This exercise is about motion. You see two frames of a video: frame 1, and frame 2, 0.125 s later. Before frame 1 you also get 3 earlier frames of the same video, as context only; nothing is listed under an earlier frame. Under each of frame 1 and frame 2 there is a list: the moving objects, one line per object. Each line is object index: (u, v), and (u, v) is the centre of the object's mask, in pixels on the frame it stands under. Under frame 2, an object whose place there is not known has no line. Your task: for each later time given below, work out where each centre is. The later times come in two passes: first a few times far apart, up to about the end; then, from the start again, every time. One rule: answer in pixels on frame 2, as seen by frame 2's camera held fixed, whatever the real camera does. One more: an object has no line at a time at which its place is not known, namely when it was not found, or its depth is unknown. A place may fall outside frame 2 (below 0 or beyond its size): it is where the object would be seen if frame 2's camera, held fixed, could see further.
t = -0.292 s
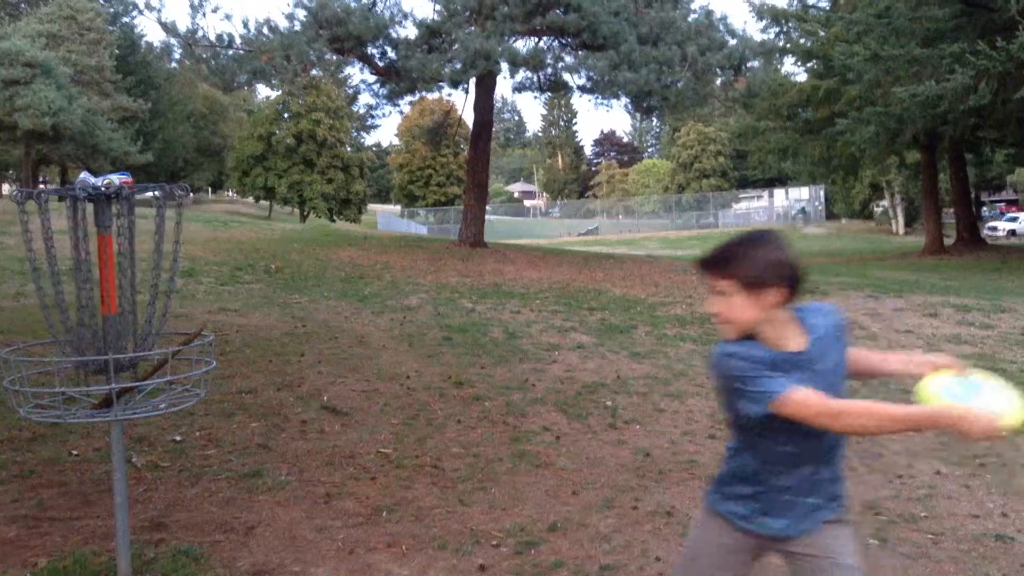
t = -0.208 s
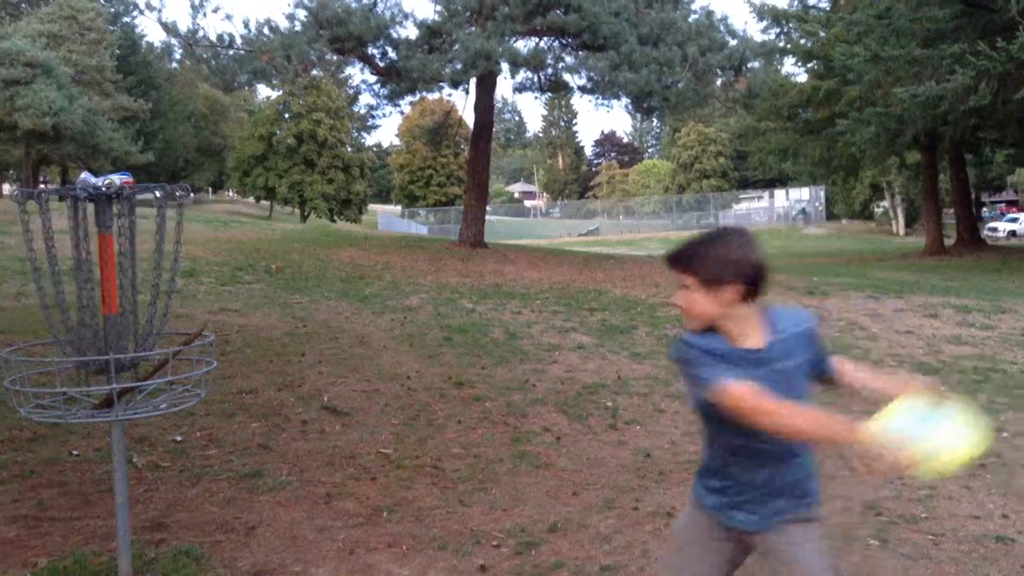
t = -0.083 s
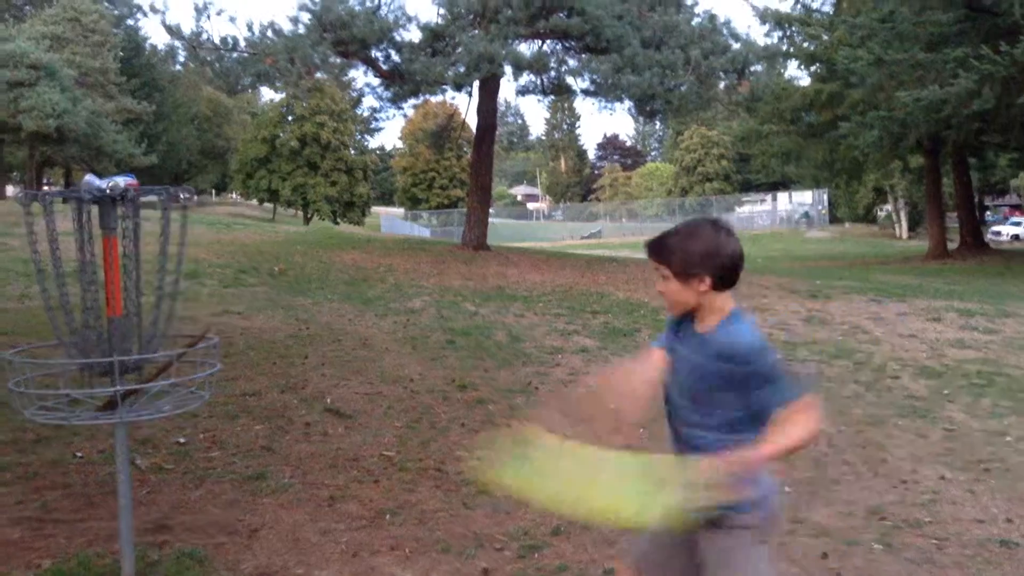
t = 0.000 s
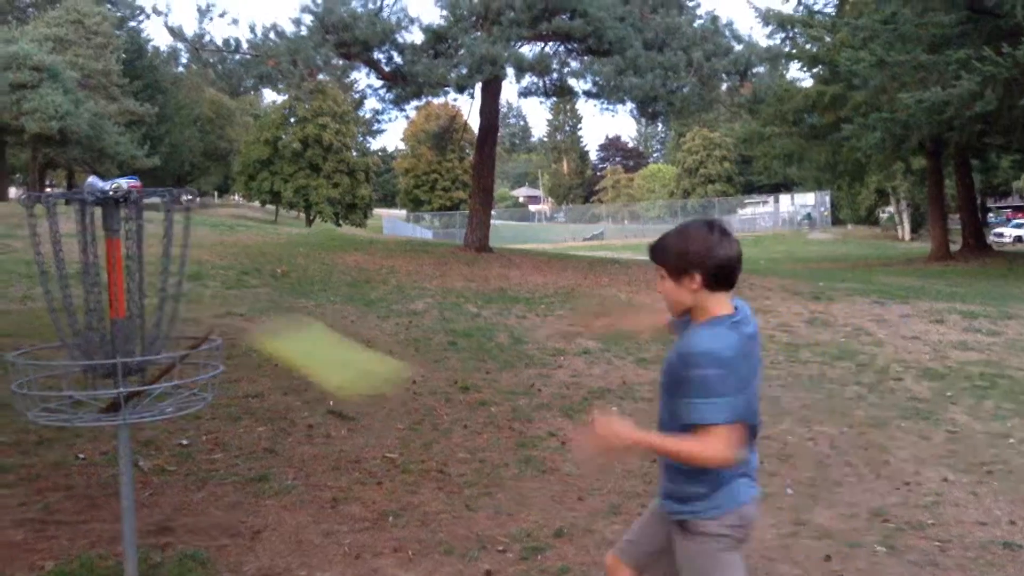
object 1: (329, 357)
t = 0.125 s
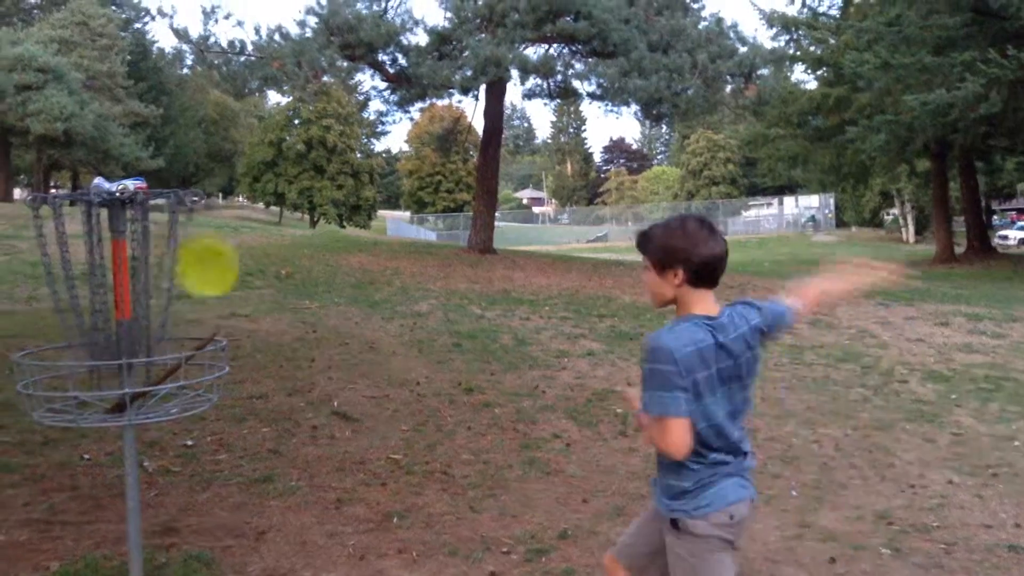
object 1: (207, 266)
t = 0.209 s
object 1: (229, 262)
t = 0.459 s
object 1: (272, 328)
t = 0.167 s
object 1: (213, 261)
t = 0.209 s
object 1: (229, 262)
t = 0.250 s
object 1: (235, 262)
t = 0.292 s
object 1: (246, 272)
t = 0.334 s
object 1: (249, 279)
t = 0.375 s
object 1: (256, 290)
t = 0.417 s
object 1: (263, 309)
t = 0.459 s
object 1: (272, 328)
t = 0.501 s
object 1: (279, 354)
